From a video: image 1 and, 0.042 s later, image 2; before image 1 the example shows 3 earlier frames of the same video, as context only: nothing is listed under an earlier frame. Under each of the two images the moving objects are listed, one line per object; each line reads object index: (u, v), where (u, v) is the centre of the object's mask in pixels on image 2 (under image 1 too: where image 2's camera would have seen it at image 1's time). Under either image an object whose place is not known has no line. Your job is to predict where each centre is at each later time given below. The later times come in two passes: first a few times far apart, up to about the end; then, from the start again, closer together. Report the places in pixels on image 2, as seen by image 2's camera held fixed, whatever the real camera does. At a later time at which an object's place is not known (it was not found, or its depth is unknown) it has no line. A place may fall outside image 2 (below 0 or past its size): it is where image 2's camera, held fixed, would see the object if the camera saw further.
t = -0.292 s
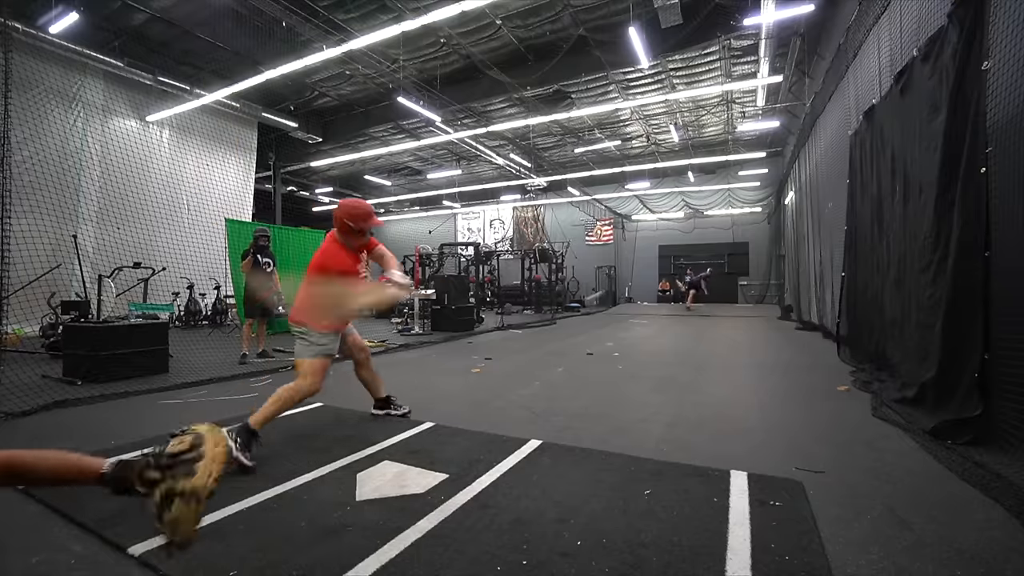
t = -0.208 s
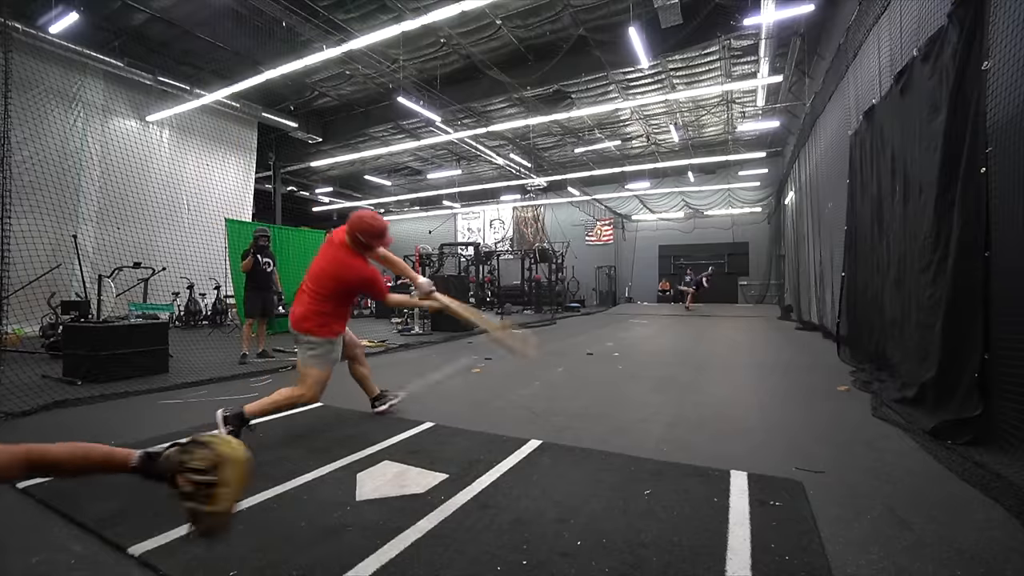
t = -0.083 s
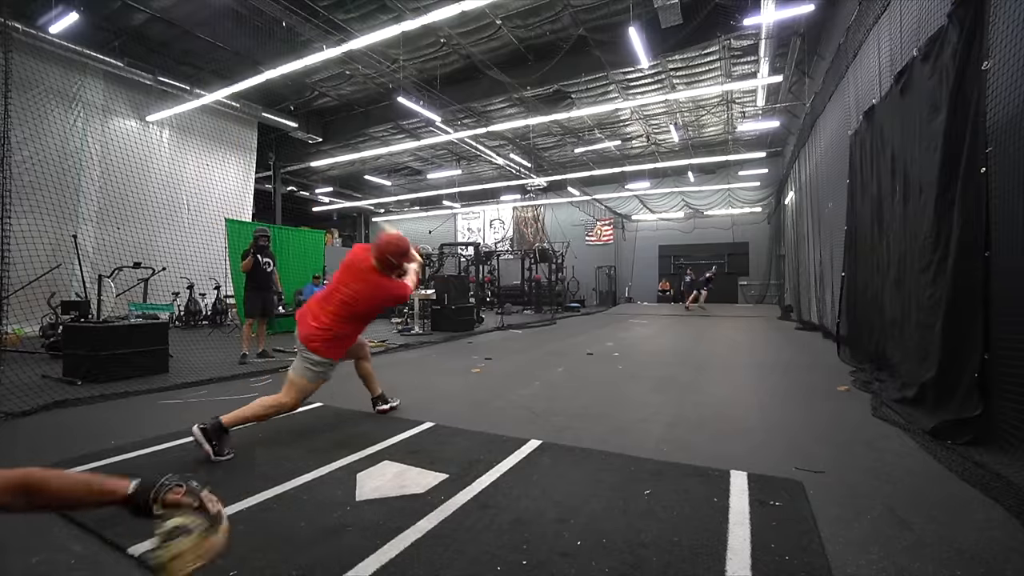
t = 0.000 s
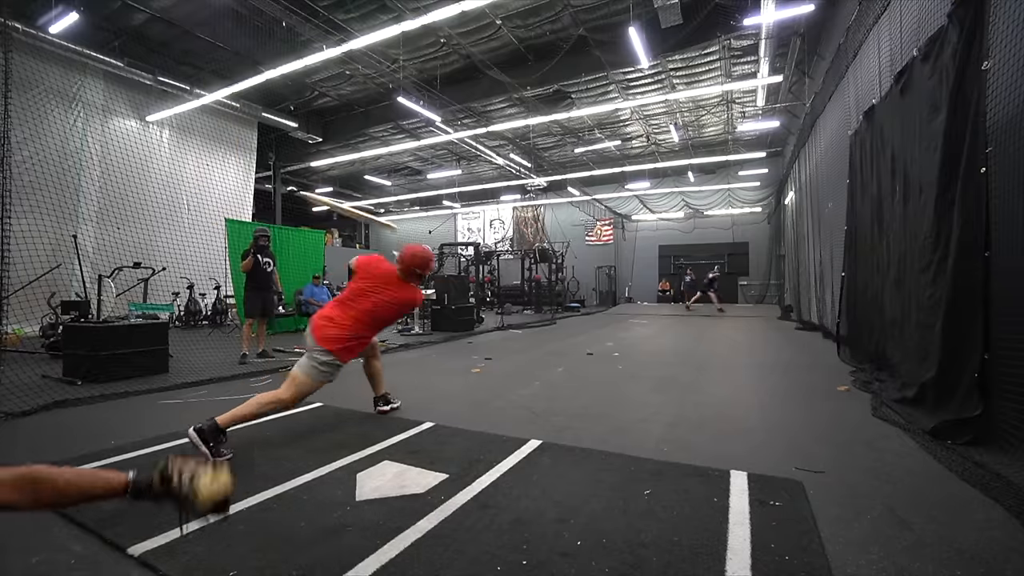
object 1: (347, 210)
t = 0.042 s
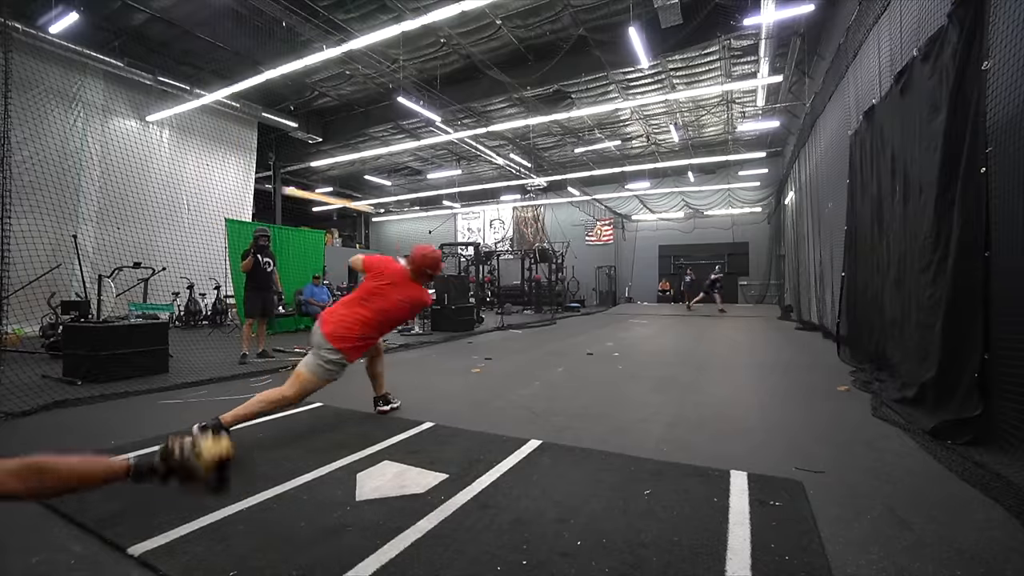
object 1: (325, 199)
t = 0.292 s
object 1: (255, 184)
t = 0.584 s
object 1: (240, 180)
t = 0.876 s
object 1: (256, 195)
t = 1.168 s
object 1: (296, 221)
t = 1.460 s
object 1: (346, 311)
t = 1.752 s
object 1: (396, 345)
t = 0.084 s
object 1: (298, 190)
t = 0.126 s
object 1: (294, 185)
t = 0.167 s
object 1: (281, 183)
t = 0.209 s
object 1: (270, 183)
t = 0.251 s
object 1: (264, 183)
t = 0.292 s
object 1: (255, 184)
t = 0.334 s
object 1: (249, 184)
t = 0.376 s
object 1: (245, 183)
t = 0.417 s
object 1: (242, 182)
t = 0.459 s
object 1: (240, 181)
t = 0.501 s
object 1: (240, 180)
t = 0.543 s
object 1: (240, 180)
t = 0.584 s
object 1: (240, 180)
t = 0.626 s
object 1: (241, 182)
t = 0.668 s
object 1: (242, 183)
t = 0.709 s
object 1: (244, 185)
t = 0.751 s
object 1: (246, 188)
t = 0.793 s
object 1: (249, 190)
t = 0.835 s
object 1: (251, 193)
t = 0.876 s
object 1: (256, 195)
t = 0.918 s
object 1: (261, 197)
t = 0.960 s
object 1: (267, 199)
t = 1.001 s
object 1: (271, 202)
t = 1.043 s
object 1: (278, 204)
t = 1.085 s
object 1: (284, 208)
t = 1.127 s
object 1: (290, 213)
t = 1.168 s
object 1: (296, 221)
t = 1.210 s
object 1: (305, 227)
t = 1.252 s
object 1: (311, 238)
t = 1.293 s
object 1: (318, 250)
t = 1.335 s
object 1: (325, 261)
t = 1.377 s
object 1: (331, 278)
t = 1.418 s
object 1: (338, 294)
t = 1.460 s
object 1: (346, 311)
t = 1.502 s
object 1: (352, 331)
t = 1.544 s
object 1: (359, 353)
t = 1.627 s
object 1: (371, 362)
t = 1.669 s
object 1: (379, 355)
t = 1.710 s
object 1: (389, 349)
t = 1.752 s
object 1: (396, 345)
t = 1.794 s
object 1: (402, 343)
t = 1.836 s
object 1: (409, 343)
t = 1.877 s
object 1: (418, 341)
